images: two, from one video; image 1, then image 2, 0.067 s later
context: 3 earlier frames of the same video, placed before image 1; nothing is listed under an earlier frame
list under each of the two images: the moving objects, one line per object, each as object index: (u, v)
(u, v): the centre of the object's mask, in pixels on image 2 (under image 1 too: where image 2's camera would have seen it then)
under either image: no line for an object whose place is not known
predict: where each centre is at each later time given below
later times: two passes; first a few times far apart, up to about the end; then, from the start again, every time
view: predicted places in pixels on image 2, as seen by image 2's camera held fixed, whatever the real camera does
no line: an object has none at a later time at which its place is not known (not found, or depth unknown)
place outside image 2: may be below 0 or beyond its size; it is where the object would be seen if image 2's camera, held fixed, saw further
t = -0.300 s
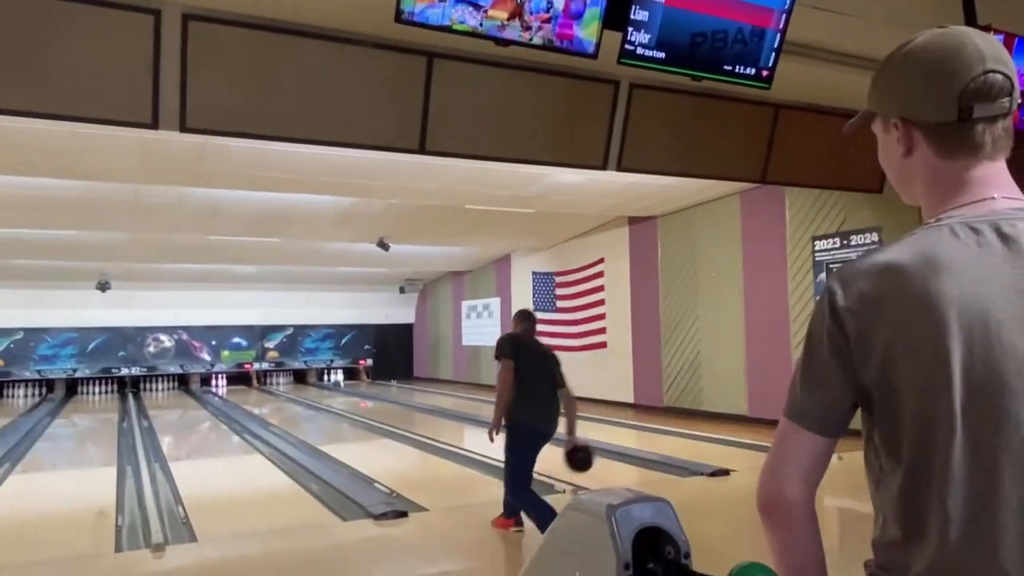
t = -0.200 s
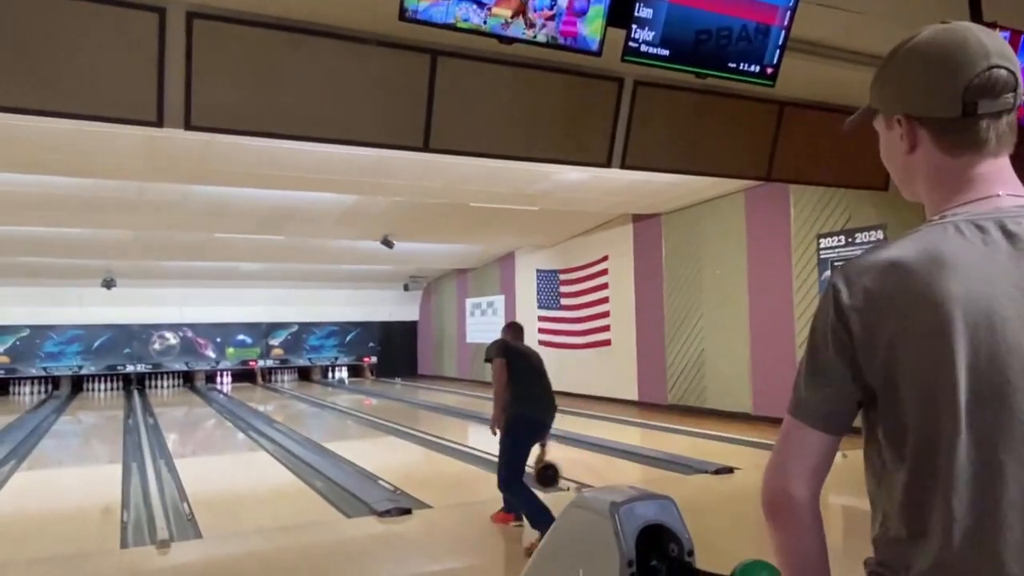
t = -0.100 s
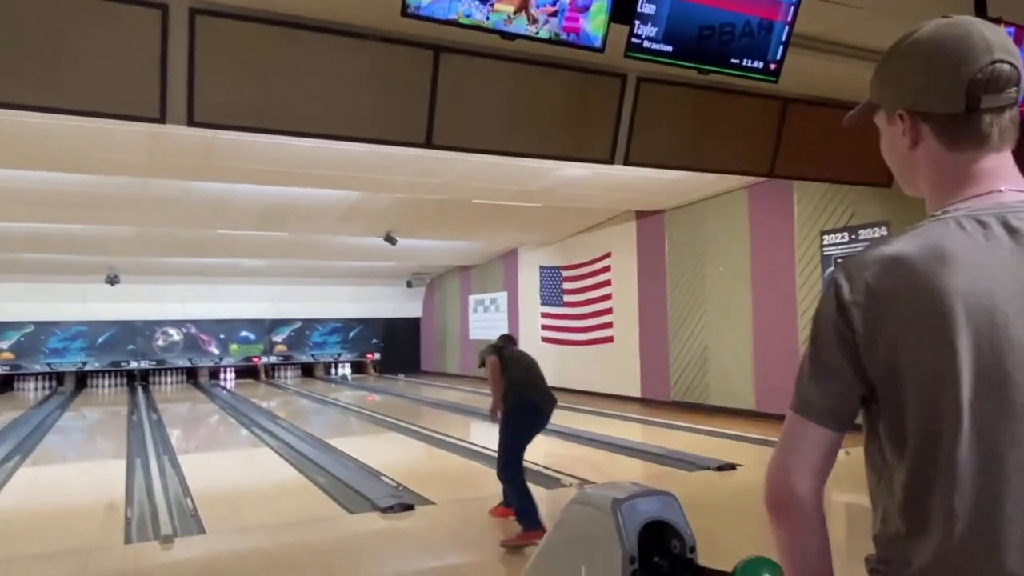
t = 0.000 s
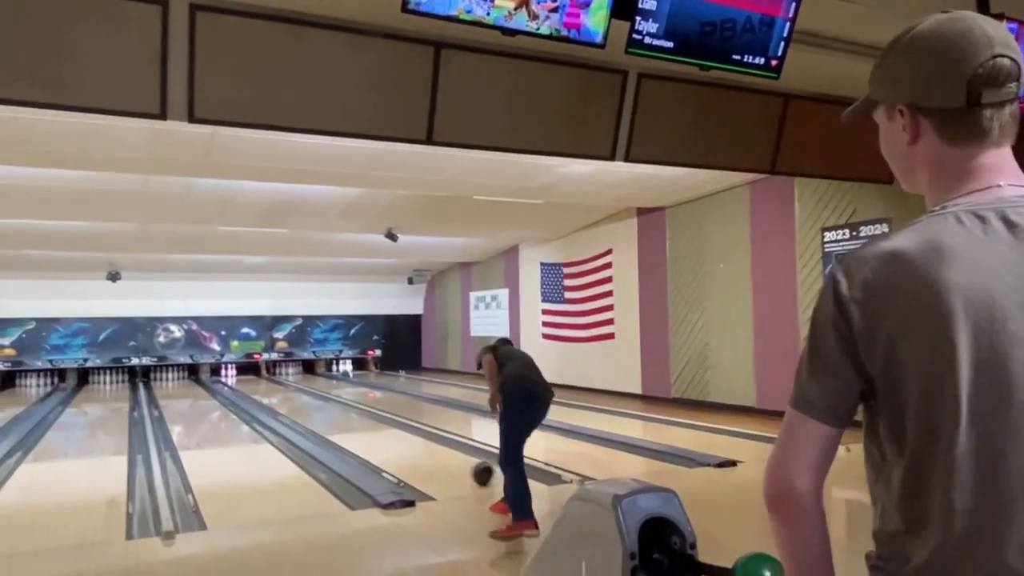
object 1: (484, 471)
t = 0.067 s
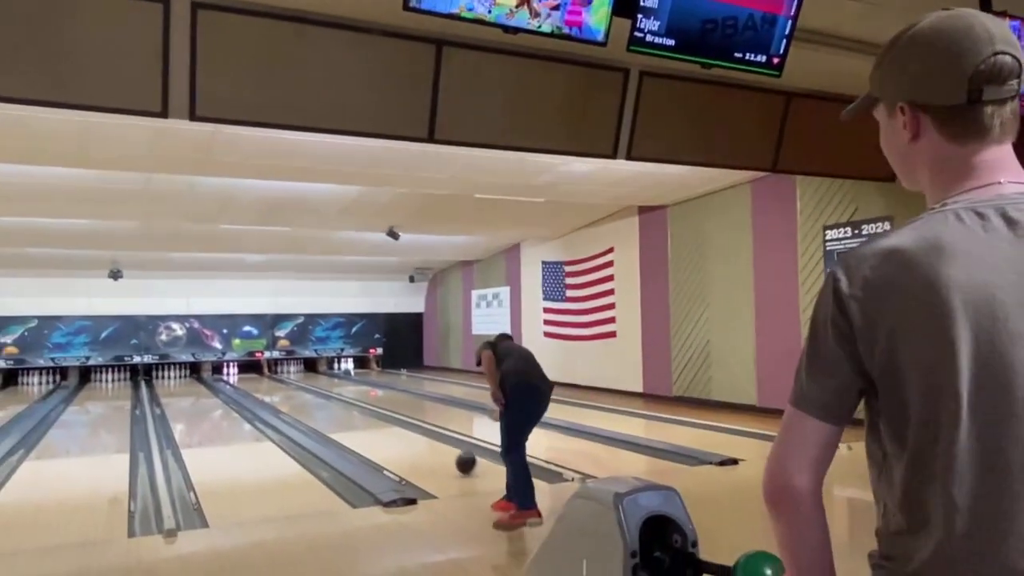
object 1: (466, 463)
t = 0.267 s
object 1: (420, 447)
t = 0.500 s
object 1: (381, 431)
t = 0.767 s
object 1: (346, 418)
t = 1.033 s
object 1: (319, 409)
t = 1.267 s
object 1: (300, 402)
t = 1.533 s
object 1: (282, 395)
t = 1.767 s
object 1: (267, 392)
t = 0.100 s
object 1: (457, 460)
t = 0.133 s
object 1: (449, 458)
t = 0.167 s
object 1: (441, 455)
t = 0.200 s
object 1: (434, 452)
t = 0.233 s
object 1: (427, 450)
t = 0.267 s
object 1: (420, 447)
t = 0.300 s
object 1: (414, 444)
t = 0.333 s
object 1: (408, 442)
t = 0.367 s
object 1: (402, 439)
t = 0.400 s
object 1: (396, 437)
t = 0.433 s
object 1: (391, 435)
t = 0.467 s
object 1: (386, 433)
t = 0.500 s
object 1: (381, 431)
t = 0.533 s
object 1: (376, 430)
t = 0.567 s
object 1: (371, 428)
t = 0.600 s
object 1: (367, 426)
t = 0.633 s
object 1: (363, 424)
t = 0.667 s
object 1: (358, 423)
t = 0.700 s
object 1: (354, 421)
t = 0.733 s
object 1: (350, 420)
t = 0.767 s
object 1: (346, 418)
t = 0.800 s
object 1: (342, 417)
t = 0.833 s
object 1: (339, 416)
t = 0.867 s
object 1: (335, 415)
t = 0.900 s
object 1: (332, 413)
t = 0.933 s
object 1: (329, 412)
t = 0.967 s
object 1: (326, 411)
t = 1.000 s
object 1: (322, 410)
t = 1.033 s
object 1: (319, 409)
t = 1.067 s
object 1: (317, 407)
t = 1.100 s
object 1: (314, 407)
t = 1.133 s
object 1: (311, 405)
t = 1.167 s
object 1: (308, 405)
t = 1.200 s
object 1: (306, 403)
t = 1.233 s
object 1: (303, 403)
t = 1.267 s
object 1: (300, 402)
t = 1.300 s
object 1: (298, 401)
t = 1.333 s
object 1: (295, 400)
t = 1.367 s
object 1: (293, 399)
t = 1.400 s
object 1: (290, 399)
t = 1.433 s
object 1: (288, 398)
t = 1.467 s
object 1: (286, 397)
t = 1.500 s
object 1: (284, 396)
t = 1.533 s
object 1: (282, 395)
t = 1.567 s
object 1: (280, 394)
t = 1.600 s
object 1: (278, 394)
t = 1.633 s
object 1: (276, 393)
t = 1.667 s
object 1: (273, 392)
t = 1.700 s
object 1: (271, 393)
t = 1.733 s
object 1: (269, 392)
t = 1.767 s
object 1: (267, 392)
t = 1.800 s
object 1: (265, 392)
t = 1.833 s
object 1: (264, 393)
